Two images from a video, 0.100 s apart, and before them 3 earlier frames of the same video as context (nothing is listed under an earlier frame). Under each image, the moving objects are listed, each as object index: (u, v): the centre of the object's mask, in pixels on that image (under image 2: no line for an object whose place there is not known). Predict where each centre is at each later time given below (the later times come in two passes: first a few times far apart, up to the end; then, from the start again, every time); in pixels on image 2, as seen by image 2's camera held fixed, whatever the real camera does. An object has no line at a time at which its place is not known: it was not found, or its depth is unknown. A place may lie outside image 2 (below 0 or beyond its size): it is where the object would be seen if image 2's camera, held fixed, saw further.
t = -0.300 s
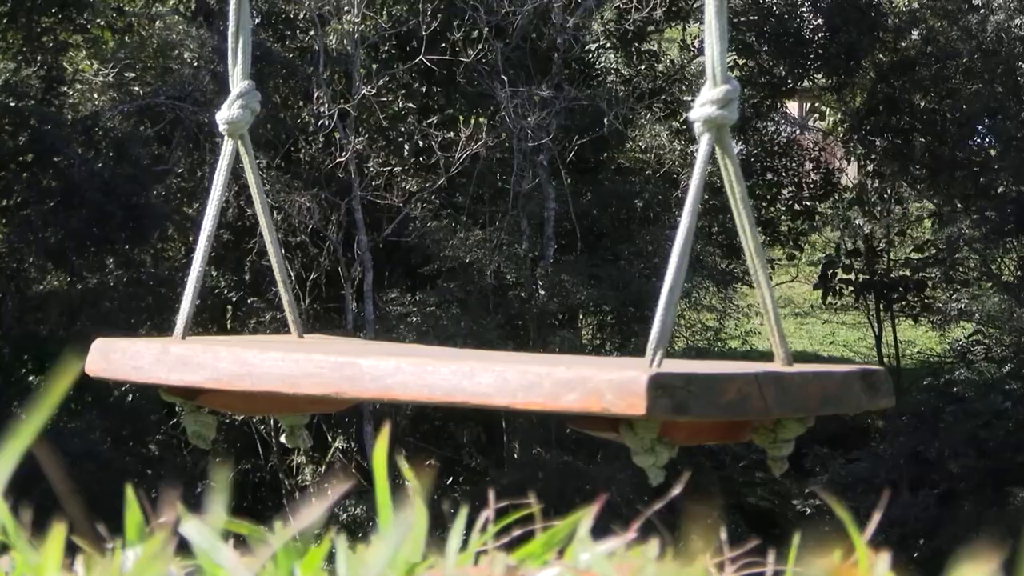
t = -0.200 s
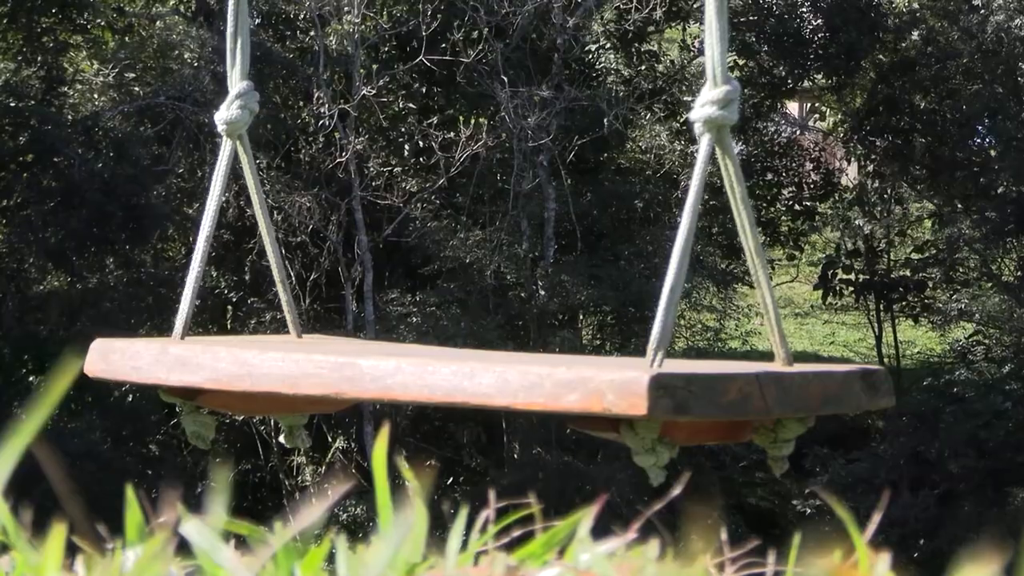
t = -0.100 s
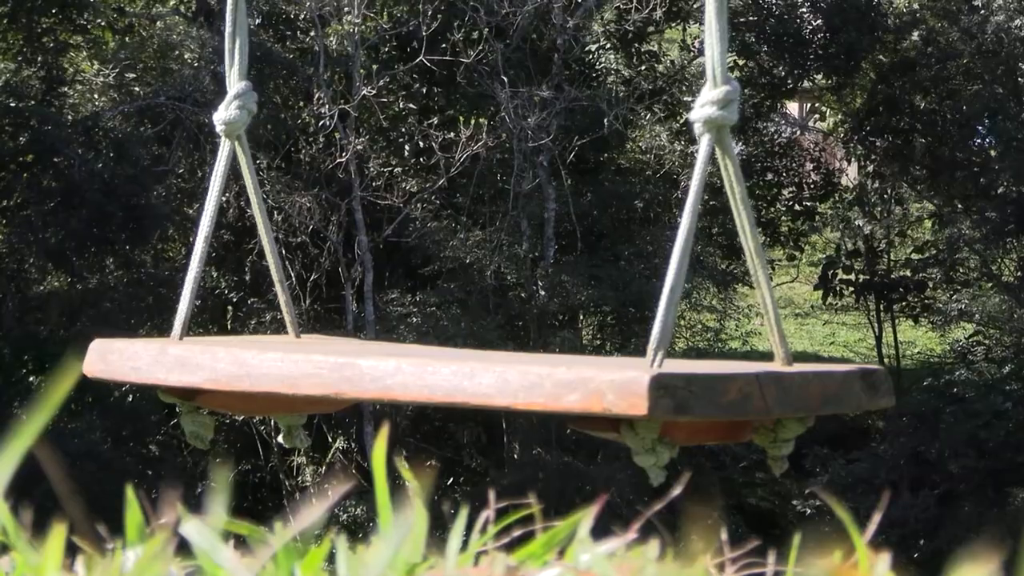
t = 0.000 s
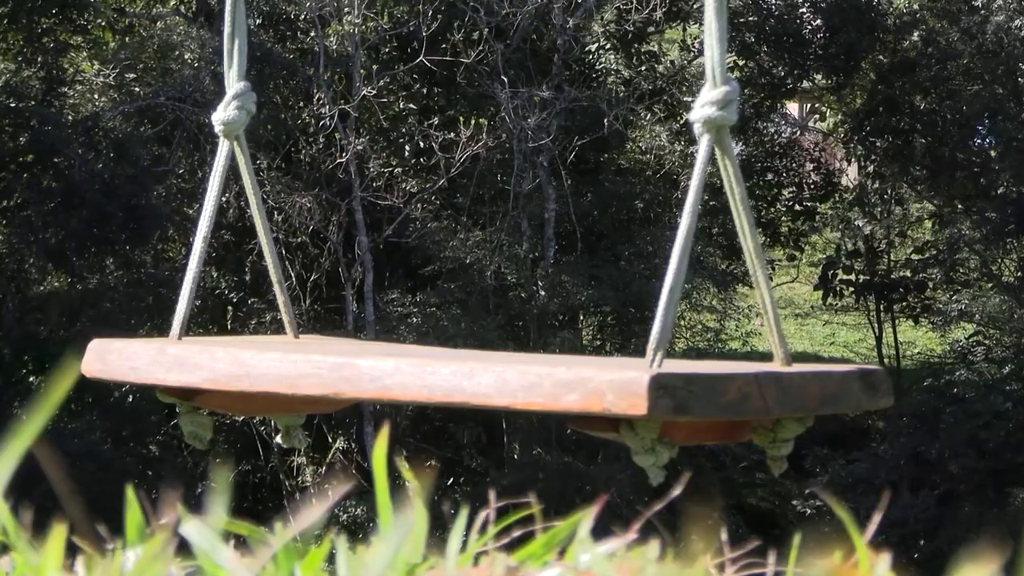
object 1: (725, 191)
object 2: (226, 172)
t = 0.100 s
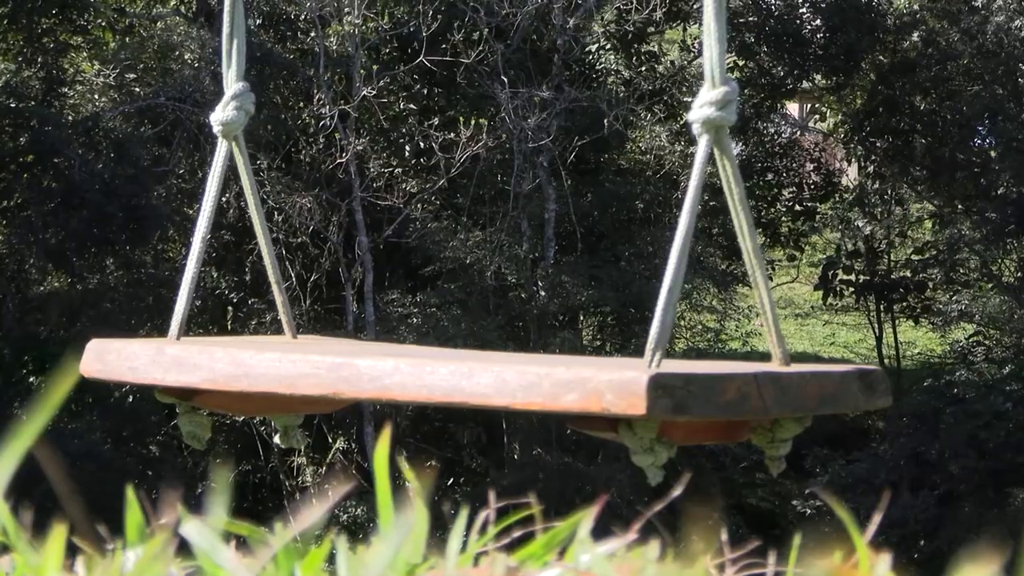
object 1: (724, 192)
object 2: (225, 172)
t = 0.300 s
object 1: (719, 192)
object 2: (222, 170)
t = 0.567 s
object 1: (710, 190)
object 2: (220, 170)
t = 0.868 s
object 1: (699, 190)
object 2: (218, 172)
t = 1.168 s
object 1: (694, 189)
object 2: (219, 171)
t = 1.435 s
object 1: (695, 190)
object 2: (219, 171)
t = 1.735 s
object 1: (703, 193)
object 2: (221, 171)
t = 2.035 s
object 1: (714, 190)
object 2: (224, 170)
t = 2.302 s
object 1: (724, 189)
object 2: (228, 171)
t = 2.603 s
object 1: (732, 191)
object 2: (233, 172)
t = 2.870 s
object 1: (733, 189)
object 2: (239, 169)
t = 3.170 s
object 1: (730, 190)
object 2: (242, 169)
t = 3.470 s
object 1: (722, 189)
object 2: (240, 170)
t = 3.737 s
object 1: (714, 191)
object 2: (234, 171)
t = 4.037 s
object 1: (705, 190)
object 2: (224, 170)
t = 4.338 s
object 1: (698, 193)
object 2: (213, 171)
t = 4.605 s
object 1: (694, 191)
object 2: (204, 171)
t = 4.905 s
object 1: (691, 190)
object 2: (200, 172)
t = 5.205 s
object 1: (692, 191)
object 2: (202, 172)
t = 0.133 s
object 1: (724, 193)
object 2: (224, 173)
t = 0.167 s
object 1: (723, 192)
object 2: (224, 171)
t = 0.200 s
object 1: (722, 192)
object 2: (223, 172)
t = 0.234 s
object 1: (721, 190)
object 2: (223, 171)
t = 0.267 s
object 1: (720, 191)
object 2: (222, 172)
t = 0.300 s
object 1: (719, 192)
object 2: (222, 170)
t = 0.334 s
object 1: (718, 192)
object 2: (221, 172)
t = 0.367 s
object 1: (716, 191)
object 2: (221, 171)
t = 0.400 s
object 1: (716, 191)
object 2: (220, 172)
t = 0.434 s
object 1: (715, 191)
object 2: (220, 171)
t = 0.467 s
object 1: (713, 190)
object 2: (220, 174)
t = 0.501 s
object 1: (712, 190)
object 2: (220, 173)
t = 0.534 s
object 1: (711, 190)
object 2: (220, 170)
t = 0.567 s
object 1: (710, 190)
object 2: (220, 170)
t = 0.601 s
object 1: (707, 188)
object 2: (219, 172)
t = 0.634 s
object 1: (707, 188)
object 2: (219, 172)
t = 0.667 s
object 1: (705, 188)
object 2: (219, 171)
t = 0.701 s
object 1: (704, 188)
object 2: (218, 172)
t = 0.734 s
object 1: (703, 190)
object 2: (219, 171)
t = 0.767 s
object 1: (702, 188)
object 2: (218, 173)
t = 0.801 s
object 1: (701, 189)
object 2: (219, 170)
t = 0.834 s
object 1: (700, 190)
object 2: (218, 173)
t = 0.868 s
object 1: (699, 190)
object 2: (218, 172)
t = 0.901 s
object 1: (698, 190)
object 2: (218, 171)
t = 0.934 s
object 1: (697, 190)
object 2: (218, 172)
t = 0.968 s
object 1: (697, 192)
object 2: (219, 170)
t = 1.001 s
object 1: (696, 193)
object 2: (219, 171)
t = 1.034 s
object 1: (696, 193)
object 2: (219, 171)
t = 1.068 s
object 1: (696, 193)
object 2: (219, 171)
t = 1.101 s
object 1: (695, 190)
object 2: (219, 171)
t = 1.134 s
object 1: (695, 192)
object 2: (219, 171)
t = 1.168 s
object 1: (694, 189)
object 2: (219, 171)
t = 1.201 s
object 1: (694, 191)
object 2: (219, 171)
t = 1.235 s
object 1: (694, 191)
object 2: (219, 171)
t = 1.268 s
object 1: (694, 191)
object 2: (219, 171)
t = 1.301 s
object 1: (694, 191)
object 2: (219, 172)
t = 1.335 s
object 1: (694, 191)
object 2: (219, 169)
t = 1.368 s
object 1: (694, 190)
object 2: (219, 171)
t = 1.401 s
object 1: (695, 192)
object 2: (219, 170)
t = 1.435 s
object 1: (695, 190)
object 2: (219, 171)
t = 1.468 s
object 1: (695, 190)
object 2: (220, 169)
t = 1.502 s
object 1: (696, 193)
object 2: (220, 170)
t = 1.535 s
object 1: (697, 193)
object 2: (221, 168)
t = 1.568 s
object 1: (697, 192)
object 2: (221, 168)
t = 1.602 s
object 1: (698, 191)
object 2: (221, 169)
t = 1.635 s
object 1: (699, 190)
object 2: (221, 169)
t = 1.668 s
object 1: (699, 191)
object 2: (221, 170)
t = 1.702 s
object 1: (701, 192)
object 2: (221, 170)
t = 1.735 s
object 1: (703, 193)
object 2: (221, 171)
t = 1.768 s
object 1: (703, 191)
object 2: (222, 169)
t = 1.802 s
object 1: (705, 192)
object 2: (222, 169)
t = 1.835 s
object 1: (707, 191)
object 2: (222, 169)
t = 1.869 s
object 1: (708, 192)
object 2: (222, 170)
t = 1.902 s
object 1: (708, 189)
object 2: (222, 170)
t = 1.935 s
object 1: (711, 193)
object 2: (223, 170)
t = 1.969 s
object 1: (712, 193)
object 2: (223, 169)
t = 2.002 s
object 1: (712, 191)
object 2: (224, 170)
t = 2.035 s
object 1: (714, 190)
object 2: (224, 170)
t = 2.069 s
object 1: (715, 190)
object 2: (224, 171)
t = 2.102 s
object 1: (717, 193)
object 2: (225, 169)
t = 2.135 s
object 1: (718, 190)
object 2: (225, 169)
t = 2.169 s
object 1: (719, 190)
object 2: (226, 169)
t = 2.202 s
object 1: (720, 190)
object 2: (226, 170)
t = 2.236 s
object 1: (721, 190)
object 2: (227, 169)
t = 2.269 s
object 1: (723, 191)
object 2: (227, 171)
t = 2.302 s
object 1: (724, 189)
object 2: (228, 171)
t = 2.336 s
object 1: (725, 192)
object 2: (228, 169)
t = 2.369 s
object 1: (725, 189)
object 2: (229, 169)
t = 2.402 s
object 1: (726, 190)
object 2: (229, 171)
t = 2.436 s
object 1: (727, 189)
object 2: (230, 171)
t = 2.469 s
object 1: (728, 189)
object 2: (231, 169)
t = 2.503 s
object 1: (729, 190)
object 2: (232, 171)
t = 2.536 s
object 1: (730, 190)
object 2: (232, 170)
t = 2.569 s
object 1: (731, 190)
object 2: (232, 172)
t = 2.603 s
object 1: (732, 191)
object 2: (233, 172)
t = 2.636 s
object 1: (732, 189)
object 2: (234, 171)
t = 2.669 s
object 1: (733, 191)
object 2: (235, 171)
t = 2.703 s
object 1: (733, 190)
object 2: (236, 170)
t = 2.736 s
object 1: (732, 189)
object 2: (236, 172)
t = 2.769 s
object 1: (732, 189)
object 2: (237, 172)
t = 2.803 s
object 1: (733, 190)
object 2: (238, 169)
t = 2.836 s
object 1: (732, 188)
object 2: (238, 171)
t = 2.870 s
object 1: (733, 189)
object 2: (239, 169)
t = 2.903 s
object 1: (733, 191)
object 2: (239, 172)
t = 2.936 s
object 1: (733, 191)
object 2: (240, 171)
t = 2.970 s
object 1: (733, 189)
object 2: (241, 170)
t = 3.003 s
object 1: (733, 190)
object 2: (241, 172)
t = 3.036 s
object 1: (732, 188)
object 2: (241, 169)
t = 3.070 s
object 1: (732, 189)
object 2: (241, 171)
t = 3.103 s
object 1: (731, 188)
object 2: (241, 172)
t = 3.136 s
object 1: (730, 190)
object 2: (242, 169)
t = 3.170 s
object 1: (730, 190)
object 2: (242, 169)
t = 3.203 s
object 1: (729, 190)
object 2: (241, 172)
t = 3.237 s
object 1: (728, 191)
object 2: (242, 172)
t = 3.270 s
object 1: (726, 189)
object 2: (242, 172)
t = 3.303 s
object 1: (726, 191)
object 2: (242, 172)
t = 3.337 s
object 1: (726, 189)
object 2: (242, 172)
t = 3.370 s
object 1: (726, 192)
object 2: (242, 171)
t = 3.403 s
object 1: (724, 189)
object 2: (241, 172)
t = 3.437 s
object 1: (723, 189)
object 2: (241, 171)
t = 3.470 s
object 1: (722, 189)
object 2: (240, 170)
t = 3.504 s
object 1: (722, 190)
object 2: (239, 171)
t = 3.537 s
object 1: (720, 189)
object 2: (238, 173)
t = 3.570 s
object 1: (719, 189)
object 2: (238, 172)
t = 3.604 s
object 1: (718, 189)
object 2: (238, 170)
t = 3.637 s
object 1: (718, 190)
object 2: (237, 169)
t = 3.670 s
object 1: (716, 189)
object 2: (235, 173)
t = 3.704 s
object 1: (715, 190)
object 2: (234, 172)
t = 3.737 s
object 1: (714, 191)
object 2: (234, 171)
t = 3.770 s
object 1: (713, 191)
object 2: (233, 170)
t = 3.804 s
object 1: (712, 191)
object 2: (231, 173)
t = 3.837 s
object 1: (711, 190)
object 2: (230, 173)
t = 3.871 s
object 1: (711, 189)
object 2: (230, 172)
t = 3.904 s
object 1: (709, 186)
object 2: (230, 170)
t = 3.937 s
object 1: (709, 191)
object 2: (227, 171)
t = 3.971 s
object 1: (707, 190)
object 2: (226, 171)
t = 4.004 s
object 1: (707, 192)
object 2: (225, 171)
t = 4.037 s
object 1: (705, 190)
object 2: (224, 170)
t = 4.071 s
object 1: (704, 190)
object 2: (222, 170)
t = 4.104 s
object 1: (704, 191)
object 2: (221, 171)
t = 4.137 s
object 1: (703, 194)
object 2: (219, 171)
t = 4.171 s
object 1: (702, 191)
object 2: (218, 171)
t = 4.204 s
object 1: (701, 191)
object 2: (218, 169)
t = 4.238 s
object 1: (699, 189)
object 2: (216, 170)
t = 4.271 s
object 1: (699, 191)
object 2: (215, 169)
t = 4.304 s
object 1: (698, 190)
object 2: (214, 171)
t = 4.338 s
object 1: (698, 193)
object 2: (213, 171)
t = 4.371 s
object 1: (697, 191)
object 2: (212, 170)
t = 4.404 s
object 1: (696, 189)
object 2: (210, 171)
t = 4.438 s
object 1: (695, 190)
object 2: (210, 171)
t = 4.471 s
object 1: (695, 191)
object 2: (209, 171)
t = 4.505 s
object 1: (695, 191)
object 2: (207, 169)
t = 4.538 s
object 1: (695, 192)
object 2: (206, 169)
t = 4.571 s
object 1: (694, 190)
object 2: (206, 170)
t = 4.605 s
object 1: (694, 191)
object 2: (204, 171)
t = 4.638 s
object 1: (694, 192)
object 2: (203, 171)
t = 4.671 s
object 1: (694, 192)
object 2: (202, 172)
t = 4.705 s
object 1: (693, 190)
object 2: (202, 170)
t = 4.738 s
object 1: (692, 189)
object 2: (202, 171)
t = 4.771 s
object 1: (691, 189)
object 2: (202, 169)
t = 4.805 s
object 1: (692, 191)
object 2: (201, 171)
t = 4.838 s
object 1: (692, 191)
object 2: (201, 170)
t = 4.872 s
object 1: (691, 190)
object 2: (201, 169)
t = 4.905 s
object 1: (691, 190)
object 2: (200, 172)
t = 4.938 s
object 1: (691, 190)
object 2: (200, 171)
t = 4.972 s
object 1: (690, 189)
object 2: (200, 171)
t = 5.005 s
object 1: (691, 191)
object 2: (200, 170)
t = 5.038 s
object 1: (690, 189)
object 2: (200, 172)
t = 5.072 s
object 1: (691, 191)
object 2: (201, 169)
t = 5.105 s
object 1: (692, 193)
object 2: (201, 171)
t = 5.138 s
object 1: (692, 191)
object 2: (202, 171)
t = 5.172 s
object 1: (691, 189)
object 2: (202, 171)
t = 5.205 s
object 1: (692, 191)
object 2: (202, 172)
